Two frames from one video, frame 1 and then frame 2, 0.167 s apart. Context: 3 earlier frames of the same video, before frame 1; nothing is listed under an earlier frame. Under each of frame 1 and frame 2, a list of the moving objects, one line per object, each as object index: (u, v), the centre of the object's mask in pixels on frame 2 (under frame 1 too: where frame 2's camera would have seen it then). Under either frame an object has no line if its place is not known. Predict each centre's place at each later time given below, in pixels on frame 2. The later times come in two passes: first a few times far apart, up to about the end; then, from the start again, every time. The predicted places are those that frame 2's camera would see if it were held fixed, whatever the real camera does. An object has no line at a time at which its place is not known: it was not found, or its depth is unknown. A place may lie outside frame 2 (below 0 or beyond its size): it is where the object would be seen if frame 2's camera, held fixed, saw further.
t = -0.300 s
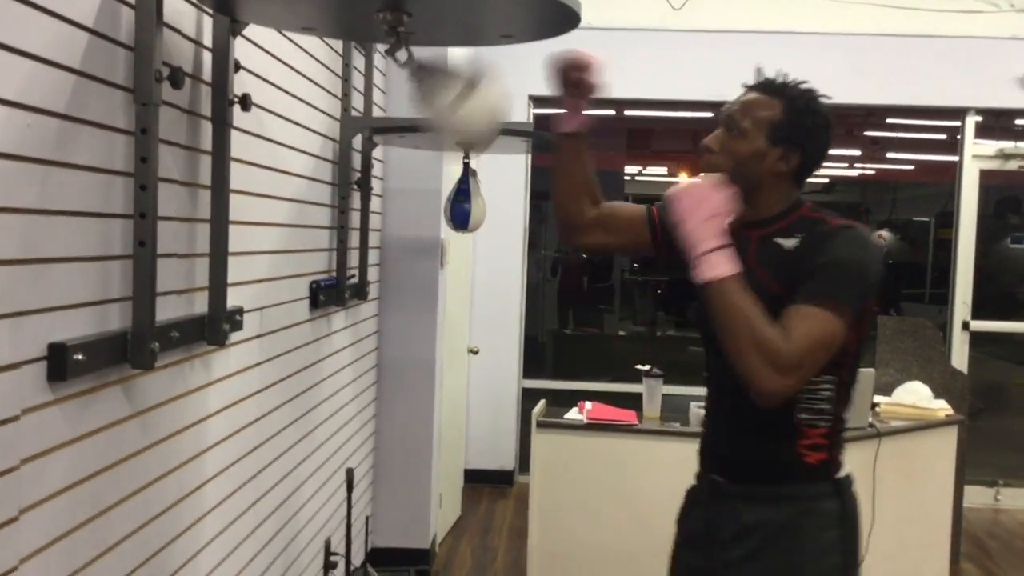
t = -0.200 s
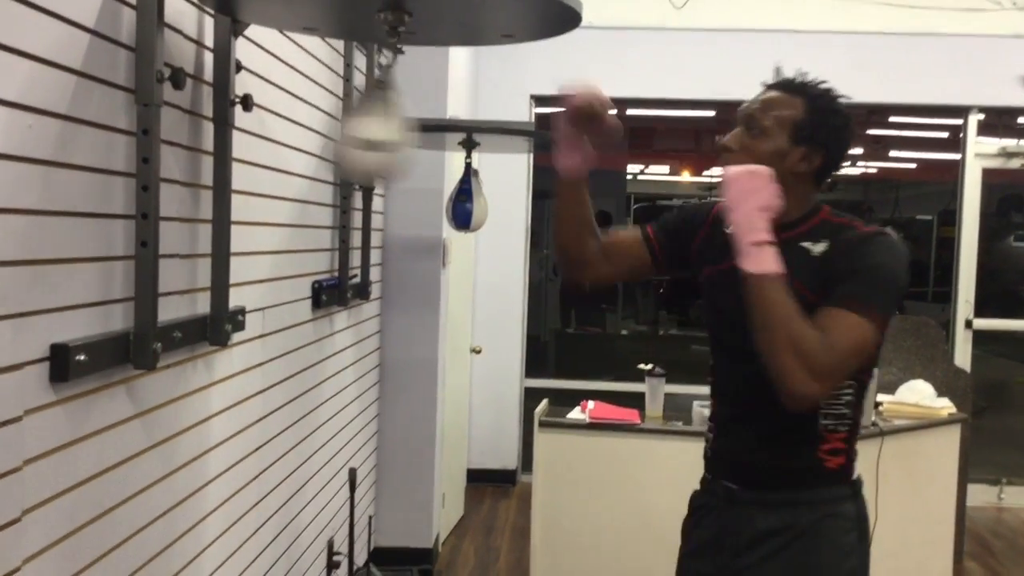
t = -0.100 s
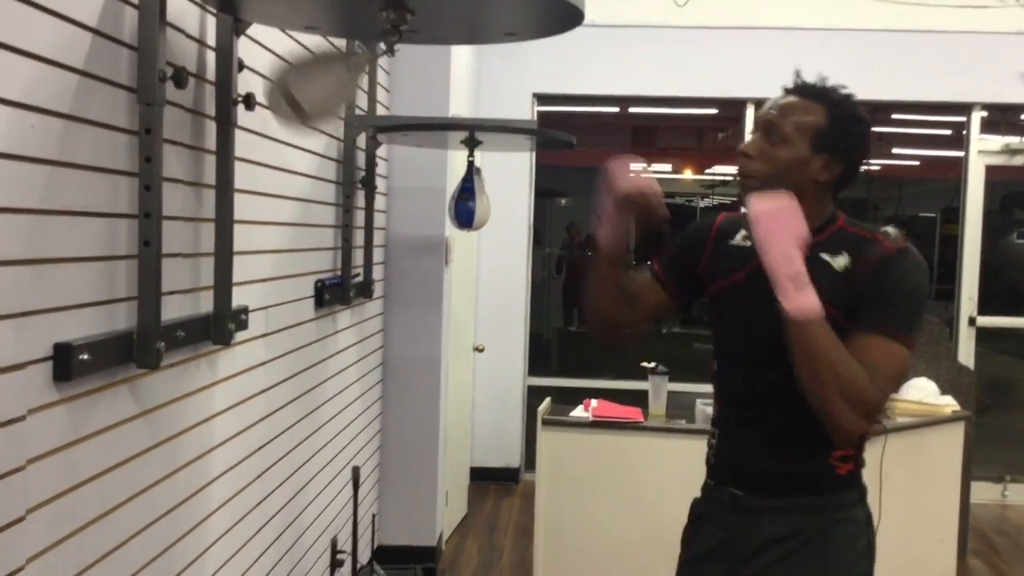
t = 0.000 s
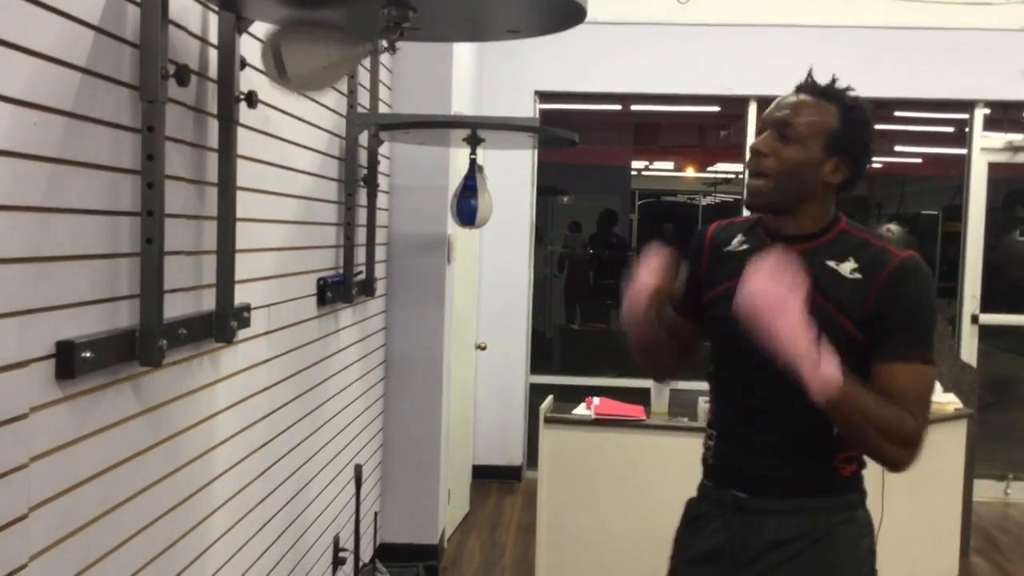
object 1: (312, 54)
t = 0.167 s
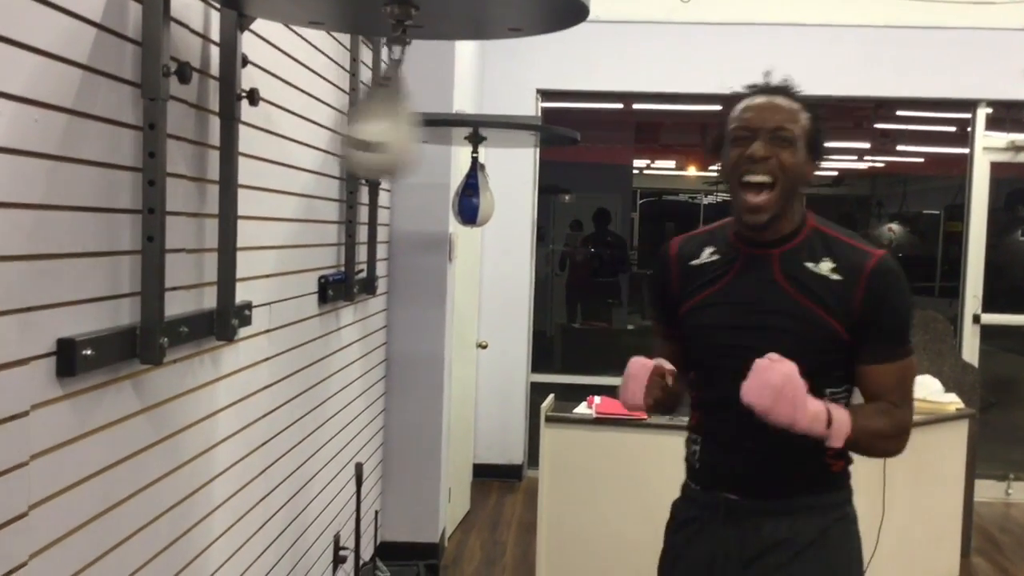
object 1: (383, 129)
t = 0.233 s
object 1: (429, 123)
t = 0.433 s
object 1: (480, 52)
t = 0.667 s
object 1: (429, 121)
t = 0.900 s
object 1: (333, 91)
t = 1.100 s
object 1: (349, 106)
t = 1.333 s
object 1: (448, 108)
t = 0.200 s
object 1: (406, 129)
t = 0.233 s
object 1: (429, 123)
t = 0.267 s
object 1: (449, 110)
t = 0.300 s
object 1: (464, 96)
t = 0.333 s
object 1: (474, 80)
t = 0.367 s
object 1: (479, 67)
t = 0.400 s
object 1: (481, 57)
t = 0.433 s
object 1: (480, 52)
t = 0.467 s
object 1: (477, 51)
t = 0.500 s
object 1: (473, 54)
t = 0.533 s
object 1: (468, 63)
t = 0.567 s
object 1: (462, 76)
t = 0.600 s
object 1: (454, 92)
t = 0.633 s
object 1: (443, 109)
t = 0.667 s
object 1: (429, 121)
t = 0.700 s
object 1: (410, 128)
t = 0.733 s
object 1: (390, 132)
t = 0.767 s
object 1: (373, 125)
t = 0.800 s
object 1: (359, 118)
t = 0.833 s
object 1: (347, 109)
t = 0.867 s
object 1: (340, 99)
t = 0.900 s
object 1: (333, 91)
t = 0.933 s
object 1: (330, 85)
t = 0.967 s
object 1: (330, 83)
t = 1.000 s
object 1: (332, 84)
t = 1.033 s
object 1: (336, 89)
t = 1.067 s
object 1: (342, 96)
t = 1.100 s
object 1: (349, 106)
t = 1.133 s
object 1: (359, 116)
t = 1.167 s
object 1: (372, 124)
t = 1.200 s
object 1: (387, 129)
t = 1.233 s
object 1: (404, 129)
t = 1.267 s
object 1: (420, 125)
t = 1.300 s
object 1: (435, 118)
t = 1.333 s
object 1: (448, 108)
